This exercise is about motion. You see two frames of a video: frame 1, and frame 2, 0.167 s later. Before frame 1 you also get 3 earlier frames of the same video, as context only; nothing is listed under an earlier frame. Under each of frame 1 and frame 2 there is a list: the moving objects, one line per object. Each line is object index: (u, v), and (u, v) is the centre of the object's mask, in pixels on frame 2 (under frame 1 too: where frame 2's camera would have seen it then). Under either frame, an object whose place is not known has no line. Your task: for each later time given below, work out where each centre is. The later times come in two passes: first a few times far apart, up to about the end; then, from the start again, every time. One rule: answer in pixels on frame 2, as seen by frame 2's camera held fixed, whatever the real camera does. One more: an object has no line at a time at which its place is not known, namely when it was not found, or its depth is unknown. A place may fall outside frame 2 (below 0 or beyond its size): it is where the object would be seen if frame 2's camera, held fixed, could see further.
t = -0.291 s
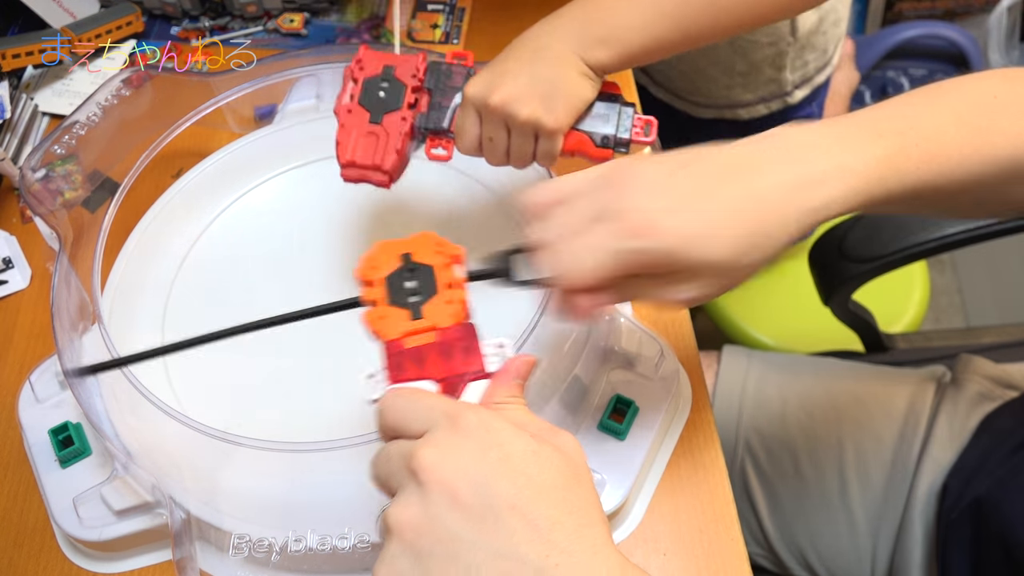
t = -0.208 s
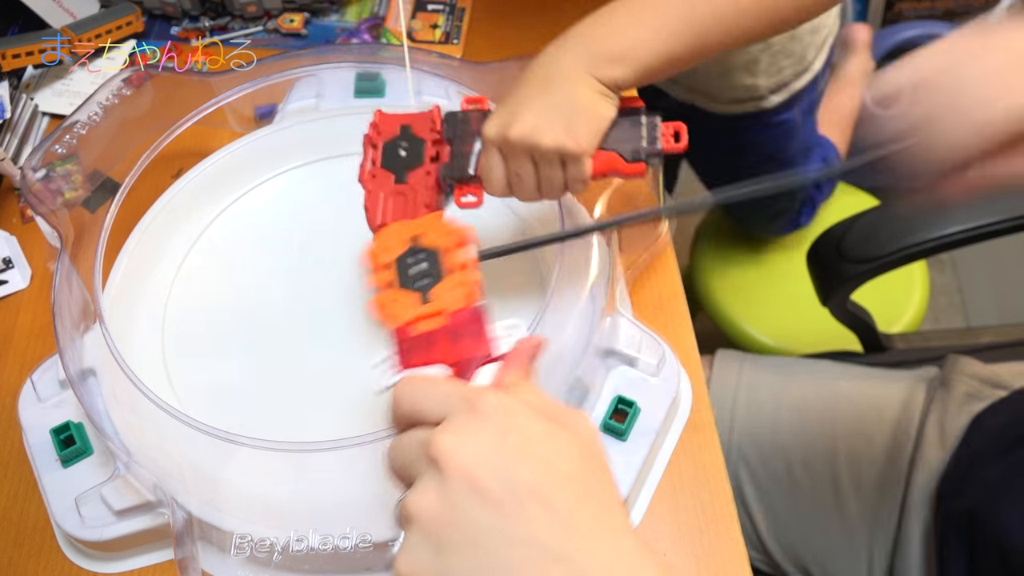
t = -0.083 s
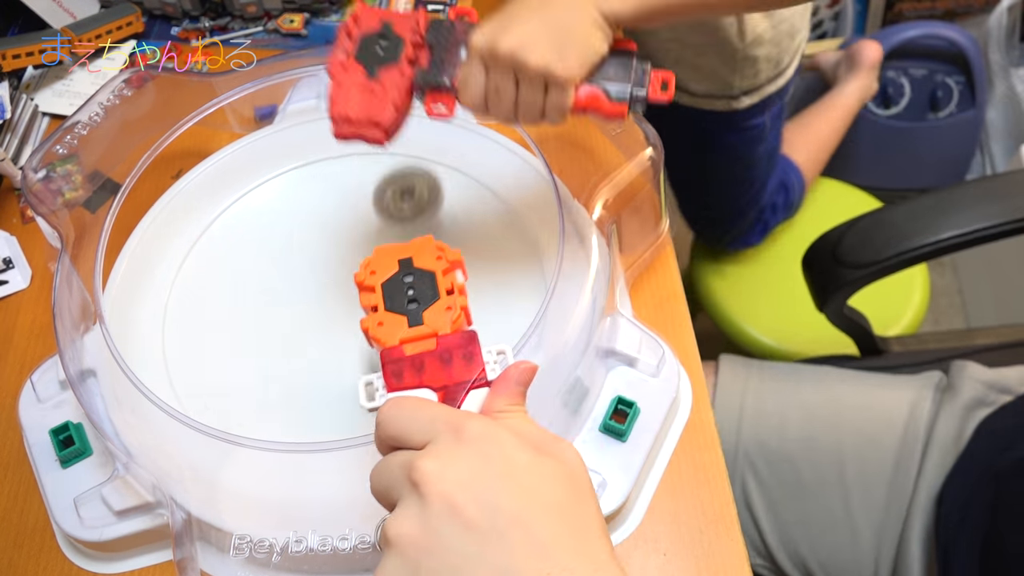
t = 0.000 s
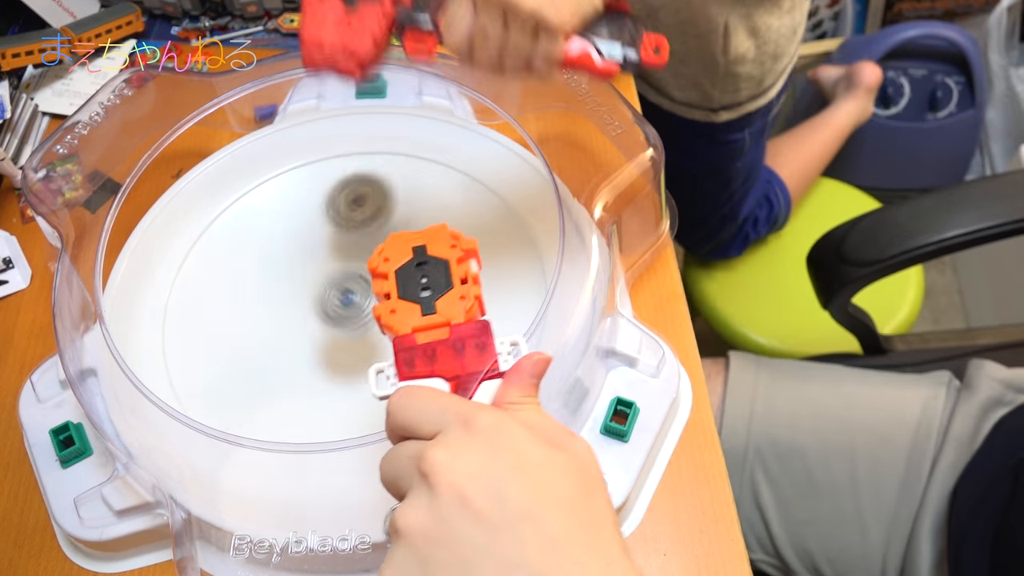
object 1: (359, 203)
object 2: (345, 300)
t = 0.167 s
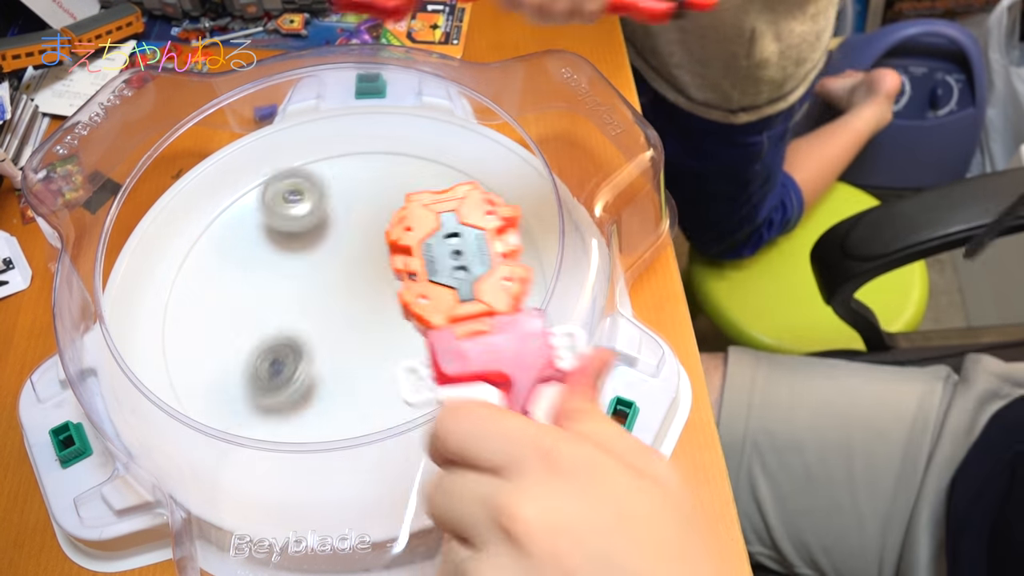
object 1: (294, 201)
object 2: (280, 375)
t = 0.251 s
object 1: (251, 228)
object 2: (264, 407)
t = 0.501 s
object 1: (401, 322)
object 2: (350, 443)
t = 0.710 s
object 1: (455, 164)
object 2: (442, 380)
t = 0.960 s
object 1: (263, 261)
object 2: (435, 357)
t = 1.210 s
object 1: (270, 447)
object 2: (476, 330)
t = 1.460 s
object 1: (387, 386)
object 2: (375, 240)
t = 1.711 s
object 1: (261, 271)
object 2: (204, 354)
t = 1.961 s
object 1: (199, 367)
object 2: (318, 462)
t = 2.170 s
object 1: (367, 310)
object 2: (471, 349)
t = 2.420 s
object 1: (327, 151)
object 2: (377, 209)
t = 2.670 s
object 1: (204, 171)
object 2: (198, 302)
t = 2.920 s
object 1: (295, 310)
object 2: (303, 451)
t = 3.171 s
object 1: (484, 233)
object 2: (480, 347)
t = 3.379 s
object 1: (435, 160)
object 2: (469, 245)
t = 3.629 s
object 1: (312, 172)
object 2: (297, 262)
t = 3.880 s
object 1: (345, 316)
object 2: (276, 411)
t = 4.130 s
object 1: (500, 324)
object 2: (446, 379)
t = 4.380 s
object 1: (476, 213)
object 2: (397, 263)
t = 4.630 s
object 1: (317, 269)
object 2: (225, 284)
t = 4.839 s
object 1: (329, 366)
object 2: (178, 370)
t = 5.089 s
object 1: (468, 339)
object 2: (306, 385)
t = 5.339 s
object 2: (330, 259)
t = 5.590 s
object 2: (223, 220)
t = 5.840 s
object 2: (297, 302)
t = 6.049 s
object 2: (330, 232)
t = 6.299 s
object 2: (296, 160)
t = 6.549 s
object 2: (320, 228)
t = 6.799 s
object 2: (417, 242)
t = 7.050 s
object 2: (476, 214)
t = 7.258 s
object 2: (461, 210)
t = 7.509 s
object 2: (411, 307)
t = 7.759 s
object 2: (422, 381)
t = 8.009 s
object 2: (447, 387)
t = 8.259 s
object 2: (384, 349)
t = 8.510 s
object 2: (284, 300)
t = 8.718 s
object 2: (210, 288)
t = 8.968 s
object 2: (202, 330)
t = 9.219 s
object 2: (327, 299)
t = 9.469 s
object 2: (376, 265)
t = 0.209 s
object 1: (272, 209)
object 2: (268, 396)
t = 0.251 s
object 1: (251, 228)
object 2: (264, 407)
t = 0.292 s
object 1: (243, 259)
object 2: (265, 426)
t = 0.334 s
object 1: (251, 289)
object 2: (272, 437)
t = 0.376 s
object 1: (275, 316)
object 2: (287, 445)
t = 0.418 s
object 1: (312, 332)
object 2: (305, 448)
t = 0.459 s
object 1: (357, 335)
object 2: (326, 448)
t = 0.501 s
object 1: (401, 322)
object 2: (350, 443)
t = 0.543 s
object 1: (438, 297)
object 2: (371, 417)
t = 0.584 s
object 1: (463, 263)
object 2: (393, 408)
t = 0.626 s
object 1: (475, 227)
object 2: (412, 399)
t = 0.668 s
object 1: (471, 193)
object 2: (428, 390)
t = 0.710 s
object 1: (455, 164)
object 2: (442, 380)
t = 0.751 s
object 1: (419, 150)
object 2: (453, 372)
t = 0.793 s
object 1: (378, 149)
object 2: (459, 367)
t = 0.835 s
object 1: (338, 160)
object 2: (460, 365)
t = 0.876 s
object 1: (303, 185)
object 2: (457, 362)
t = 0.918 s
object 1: (276, 220)
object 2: (448, 360)
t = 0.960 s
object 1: (263, 261)
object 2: (435, 357)
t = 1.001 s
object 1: (266, 303)
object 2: (419, 355)
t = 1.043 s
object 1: (285, 344)
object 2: (401, 354)
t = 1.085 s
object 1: (305, 370)
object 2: (392, 357)
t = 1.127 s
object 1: (281, 395)
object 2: (430, 353)
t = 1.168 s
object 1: (271, 413)
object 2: (460, 344)
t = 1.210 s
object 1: (270, 447)
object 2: (476, 330)
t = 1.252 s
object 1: (292, 454)
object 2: (484, 311)
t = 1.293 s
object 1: (319, 455)
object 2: (481, 291)
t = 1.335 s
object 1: (344, 449)
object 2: (467, 268)
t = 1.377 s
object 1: (368, 435)
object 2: (443, 252)
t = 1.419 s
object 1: (380, 403)
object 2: (411, 242)
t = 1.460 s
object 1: (387, 386)
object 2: (375, 240)
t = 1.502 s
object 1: (381, 356)
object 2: (336, 244)
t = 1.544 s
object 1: (369, 328)
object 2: (300, 254)
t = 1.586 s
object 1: (349, 307)
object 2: (266, 272)
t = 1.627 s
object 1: (324, 288)
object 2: (239, 297)
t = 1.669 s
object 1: (294, 276)
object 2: (216, 321)
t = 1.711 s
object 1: (261, 271)
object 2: (204, 354)
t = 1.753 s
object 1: (230, 273)
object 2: (203, 380)
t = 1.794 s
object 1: (198, 283)
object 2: (208, 404)
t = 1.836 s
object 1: (174, 298)
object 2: (222, 430)
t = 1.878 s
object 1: (166, 323)
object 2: (245, 450)
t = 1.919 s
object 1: (178, 348)
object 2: (280, 459)
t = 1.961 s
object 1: (199, 367)
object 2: (318, 462)
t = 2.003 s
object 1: (235, 377)
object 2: (358, 458)
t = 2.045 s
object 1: (273, 374)
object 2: (396, 442)
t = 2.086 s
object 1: (310, 359)
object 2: (429, 397)
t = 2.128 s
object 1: (343, 338)
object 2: (454, 373)
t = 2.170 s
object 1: (367, 310)
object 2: (471, 349)
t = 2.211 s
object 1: (381, 281)
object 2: (475, 318)
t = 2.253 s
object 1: (387, 252)
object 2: (466, 286)
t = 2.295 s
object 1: (386, 224)
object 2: (450, 256)
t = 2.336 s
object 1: (372, 192)
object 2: (431, 236)
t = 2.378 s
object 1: (352, 168)
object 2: (408, 219)
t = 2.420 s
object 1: (327, 151)
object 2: (377, 209)
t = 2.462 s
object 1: (301, 147)
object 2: (345, 206)
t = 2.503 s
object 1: (272, 150)
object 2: (311, 215)
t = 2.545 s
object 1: (249, 149)
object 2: (276, 226)
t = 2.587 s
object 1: (227, 150)
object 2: (243, 246)
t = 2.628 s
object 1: (212, 158)
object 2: (217, 273)
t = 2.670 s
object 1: (204, 171)
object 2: (198, 302)
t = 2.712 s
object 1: (201, 190)
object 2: (187, 334)
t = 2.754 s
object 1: (206, 215)
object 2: (188, 367)
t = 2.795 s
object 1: (215, 244)
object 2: (201, 396)
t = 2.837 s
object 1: (233, 273)
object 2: (223, 422)
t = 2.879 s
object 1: (262, 295)
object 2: (260, 442)
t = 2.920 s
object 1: (295, 310)
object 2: (303, 451)
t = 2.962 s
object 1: (328, 319)
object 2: (347, 447)
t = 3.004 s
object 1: (364, 321)
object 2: (390, 431)
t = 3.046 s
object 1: (399, 318)
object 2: (421, 394)
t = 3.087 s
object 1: (432, 306)
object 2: (446, 372)
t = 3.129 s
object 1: (463, 278)
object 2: (467, 357)
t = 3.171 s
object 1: (484, 233)
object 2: (480, 347)
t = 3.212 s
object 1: (492, 204)
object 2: (489, 334)
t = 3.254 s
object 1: (491, 179)
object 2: (496, 316)
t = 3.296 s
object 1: (472, 173)
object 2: (493, 293)
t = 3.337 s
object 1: (452, 166)
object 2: (485, 267)
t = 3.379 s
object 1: (435, 160)
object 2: (469, 245)
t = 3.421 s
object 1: (420, 153)
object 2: (446, 223)
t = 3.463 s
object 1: (403, 146)
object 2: (417, 215)
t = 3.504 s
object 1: (378, 145)
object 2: (386, 221)
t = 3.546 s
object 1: (352, 150)
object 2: (355, 229)
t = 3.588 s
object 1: (331, 157)
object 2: (325, 243)
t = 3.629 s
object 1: (312, 172)
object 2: (297, 262)
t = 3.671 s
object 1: (299, 195)
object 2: (273, 285)
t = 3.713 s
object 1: (294, 222)
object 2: (258, 313)
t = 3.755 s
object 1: (299, 249)
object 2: (249, 341)
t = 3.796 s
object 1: (309, 275)
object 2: (248, 369)
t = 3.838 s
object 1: (325, 298)
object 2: (257, 396)
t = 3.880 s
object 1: (345, 316)
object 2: (276, 411)
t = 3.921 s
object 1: (368, 331)
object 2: (298, 432)
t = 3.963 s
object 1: (395, 343)
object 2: (329, 441)
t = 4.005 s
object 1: (424, 346)
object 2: (363, 441)
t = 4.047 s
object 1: (453, 347)
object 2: (396, 431)
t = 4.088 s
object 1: (479, 337)
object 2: (422, 397)
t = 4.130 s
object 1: (500, 324)
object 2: (446, 379)
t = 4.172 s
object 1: (519, 305)
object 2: (454, 366)
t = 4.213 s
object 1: (526, 280)
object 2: (458, 346)
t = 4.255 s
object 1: (525, 261)
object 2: (452, 321)
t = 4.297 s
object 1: (516, 242)
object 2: (440, 298)
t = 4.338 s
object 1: (500, 222)
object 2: (422, 277)
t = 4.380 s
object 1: (476, 213)
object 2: (397, 263)
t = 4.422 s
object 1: (449, 211)
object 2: (370, 252)
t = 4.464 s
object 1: (421, 215)
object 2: (340, 248)
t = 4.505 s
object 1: (393, 224)
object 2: (310, 249)
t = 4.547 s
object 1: (366, 237)
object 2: (280, 255)
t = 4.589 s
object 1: (340, 251)
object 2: (250, 266)
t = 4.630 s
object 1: (317, 269)
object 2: (225, 284)
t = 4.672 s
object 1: (294, 287)
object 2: (206, 305)
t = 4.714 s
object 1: (275, 307)
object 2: (192, 326)
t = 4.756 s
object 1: (290, 334)
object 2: (160, 345)
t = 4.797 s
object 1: (309, 354)
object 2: (163, 353)
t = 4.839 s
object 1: (329, 366)
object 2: (178, 370)
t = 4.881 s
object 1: (354, 374)
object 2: (198, 384)
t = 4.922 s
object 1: (379, 377)
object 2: (218, 393)
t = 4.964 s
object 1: (405, 376)
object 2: (241, 400)
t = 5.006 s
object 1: (429, 369)
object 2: (264, 403)
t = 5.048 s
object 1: (451, 356)
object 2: (286, 399)
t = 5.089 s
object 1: (468, 339)
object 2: (306, 385)
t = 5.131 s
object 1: (477, 319)
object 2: (322, 366)
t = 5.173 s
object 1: (478, 300)
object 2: (334, 343)
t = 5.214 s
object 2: (340, 319)
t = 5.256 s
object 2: (342, 295)
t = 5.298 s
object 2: (338, 276)
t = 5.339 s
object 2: (330, 259)
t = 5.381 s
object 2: (319, 243)
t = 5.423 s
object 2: (288, 223)
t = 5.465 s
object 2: (257, 204)
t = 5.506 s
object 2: (230, 192)
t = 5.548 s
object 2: (222, 202)
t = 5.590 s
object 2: (223, 220)
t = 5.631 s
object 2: (227, 239)
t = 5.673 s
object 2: (236, 259)
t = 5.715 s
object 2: (248, 275)
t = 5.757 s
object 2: (263, 290)
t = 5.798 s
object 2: (279, 298)
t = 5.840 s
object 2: (297, 302)
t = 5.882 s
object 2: (316, 302)
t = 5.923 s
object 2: (334, 297)
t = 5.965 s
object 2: (341, 285)
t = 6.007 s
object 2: (333, 256)
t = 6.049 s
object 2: (330, 232)
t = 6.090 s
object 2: (327, 212)
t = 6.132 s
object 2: (323, 193)
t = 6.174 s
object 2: (316, 178)
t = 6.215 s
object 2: (309, 164)
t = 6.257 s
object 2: (301, 156)
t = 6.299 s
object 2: (296, 160)
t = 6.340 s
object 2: (293, 170)
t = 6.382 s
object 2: (291, 184)
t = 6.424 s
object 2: (292, 193)
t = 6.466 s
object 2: (298, 206)
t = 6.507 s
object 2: (306, 217)
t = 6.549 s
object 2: (320, 228)
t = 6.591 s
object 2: (336, 235)
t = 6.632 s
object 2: (353, 240)
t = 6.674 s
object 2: (371, 244)
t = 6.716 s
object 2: (388, 245)
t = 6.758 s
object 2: (403, 244)
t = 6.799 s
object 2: (417, 242)
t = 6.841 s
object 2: (429, 239)
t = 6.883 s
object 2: (441, 234)
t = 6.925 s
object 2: (451, 229)
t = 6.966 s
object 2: (460, 225)
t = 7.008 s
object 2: (468, 219)
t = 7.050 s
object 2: (476, 214)
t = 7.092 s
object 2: (480, 208)
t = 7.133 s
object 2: (481, 204)
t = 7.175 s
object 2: (477, 202)
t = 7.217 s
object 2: (471, 204)
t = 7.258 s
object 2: (461, 210)
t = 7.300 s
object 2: (450, 221)
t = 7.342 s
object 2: (439, 235)
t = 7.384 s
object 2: (430, 252)
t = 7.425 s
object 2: (421, 272)
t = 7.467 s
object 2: (415, 290)
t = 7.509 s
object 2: (411, 307)
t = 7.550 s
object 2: (410, 323)
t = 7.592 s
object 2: (410, 337)
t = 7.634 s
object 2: (412, 348)
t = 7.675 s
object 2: (416, 360)
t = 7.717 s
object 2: (420, 371)
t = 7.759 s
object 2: (422, 381)
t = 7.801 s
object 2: (425, 387)
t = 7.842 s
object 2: (428, 390)
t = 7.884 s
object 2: (432, 392)
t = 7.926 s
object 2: (436, 393)
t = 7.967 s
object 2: (442, 391)
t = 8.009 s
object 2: (447, 387)
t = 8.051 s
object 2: (448, 382)
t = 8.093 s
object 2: (442, 379)
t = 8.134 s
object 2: (433, 377)
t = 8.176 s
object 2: (419, 373)
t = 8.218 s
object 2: (401, 360)
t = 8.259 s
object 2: (384, 349)
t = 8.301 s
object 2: (368, 340)
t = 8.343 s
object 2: (349, 329)
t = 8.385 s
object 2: (331, 321)
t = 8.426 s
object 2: (314, 313)
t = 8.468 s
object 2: (298, 305)
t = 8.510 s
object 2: (284, 300)
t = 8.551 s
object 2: (267, 292)
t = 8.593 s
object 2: (251, 291)
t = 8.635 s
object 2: (236, 288)
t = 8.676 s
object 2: (223, 288)
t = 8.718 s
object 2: (210, 288)
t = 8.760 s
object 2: (198, 291)
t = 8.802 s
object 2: (189, 295)
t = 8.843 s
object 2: (183, 302)
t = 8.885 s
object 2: (183, 313)
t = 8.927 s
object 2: (189, 323)
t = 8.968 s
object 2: (202, 330)
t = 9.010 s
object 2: (222, 334)
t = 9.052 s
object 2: (244, 331)
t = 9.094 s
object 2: (268, 326)
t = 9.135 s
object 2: (290, 318)
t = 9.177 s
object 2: (312, 307)
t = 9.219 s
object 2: (327, 299)
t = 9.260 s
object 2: (338, 293)
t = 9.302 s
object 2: (348, 288)
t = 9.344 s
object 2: (356, 284)
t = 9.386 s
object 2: (364, 277)
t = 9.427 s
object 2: (373, 270)
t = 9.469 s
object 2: (376, 265)
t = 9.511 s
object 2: (369, 269)
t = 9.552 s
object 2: (367, 273)
